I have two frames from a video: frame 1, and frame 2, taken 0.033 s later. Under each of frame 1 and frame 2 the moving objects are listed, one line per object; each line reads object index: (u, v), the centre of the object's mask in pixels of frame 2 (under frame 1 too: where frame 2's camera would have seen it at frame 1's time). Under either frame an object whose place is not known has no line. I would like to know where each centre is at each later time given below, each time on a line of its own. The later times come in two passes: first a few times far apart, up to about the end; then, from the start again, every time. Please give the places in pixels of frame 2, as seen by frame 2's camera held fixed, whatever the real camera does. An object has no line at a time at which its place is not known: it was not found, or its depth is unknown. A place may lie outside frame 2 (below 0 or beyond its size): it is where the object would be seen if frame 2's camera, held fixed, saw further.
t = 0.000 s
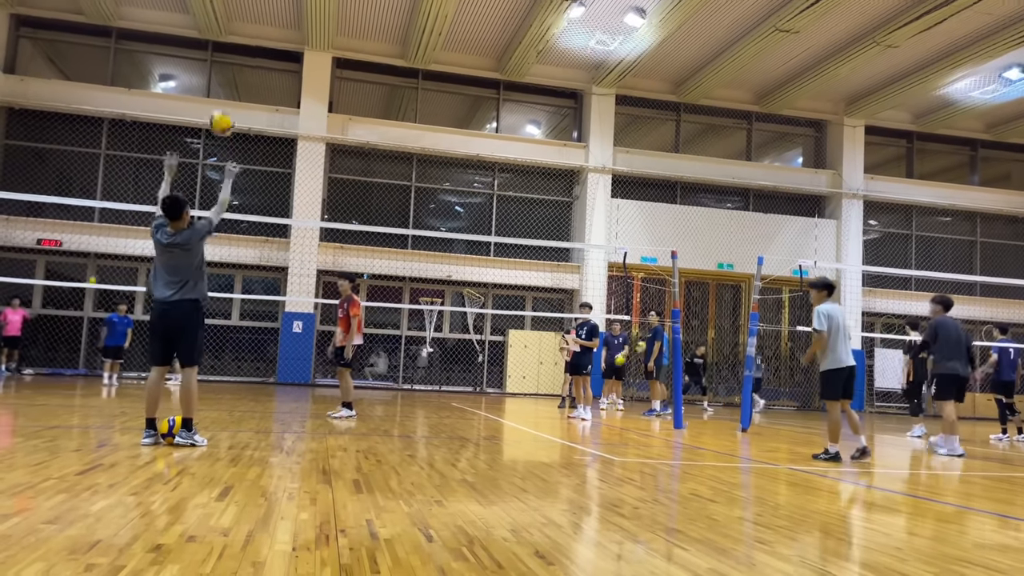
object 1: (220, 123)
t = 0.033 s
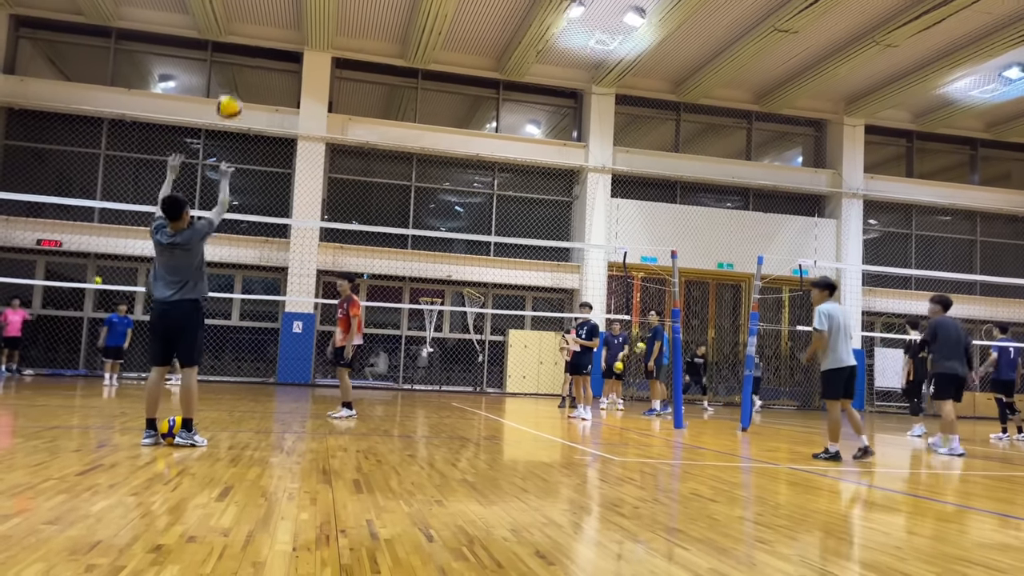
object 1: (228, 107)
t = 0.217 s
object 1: (262, 55)
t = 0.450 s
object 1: (295, 43)
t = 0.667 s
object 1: (317, 77)
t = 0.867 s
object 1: (331, 139)
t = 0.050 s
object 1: (232, 100)
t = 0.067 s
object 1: (235, 93)
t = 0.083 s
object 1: (239, 87)
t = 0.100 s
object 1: (242, 83)
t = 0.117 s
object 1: (245, 78)
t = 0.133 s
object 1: (248, 73)
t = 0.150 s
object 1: (251, 68)
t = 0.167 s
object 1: (254, 64)
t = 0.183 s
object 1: (257, 61)
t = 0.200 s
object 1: (260, 57)
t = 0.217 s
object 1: (262, 55)
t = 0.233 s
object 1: (265, 52)
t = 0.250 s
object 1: (267, 49)
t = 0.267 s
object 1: (271, 47)
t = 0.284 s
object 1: (273, 45)
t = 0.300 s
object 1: (275, 44)
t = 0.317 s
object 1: (278, 43)
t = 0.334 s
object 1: (280, 42)
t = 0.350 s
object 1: (282, 41)
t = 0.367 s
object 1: (285, 41)
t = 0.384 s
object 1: (287, 41)
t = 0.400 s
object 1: (289, 41)
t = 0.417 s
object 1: (291, 41)
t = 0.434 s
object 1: (293, 42)
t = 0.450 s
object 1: (295, 43)
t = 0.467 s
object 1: (297, 44)
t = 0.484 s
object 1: (299, 45)
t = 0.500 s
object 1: (301, 47)
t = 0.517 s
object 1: (302, 49)
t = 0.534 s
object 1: (304, 52)
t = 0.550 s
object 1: (306, 54)
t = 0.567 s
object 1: (307, 56)
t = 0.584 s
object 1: (309, 59)
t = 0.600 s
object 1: (311, 61)
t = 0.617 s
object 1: (312, 65)
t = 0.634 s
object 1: (314, 69)
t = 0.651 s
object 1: (315, 73)
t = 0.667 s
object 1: (317, 77)
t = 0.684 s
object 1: (318, 81)
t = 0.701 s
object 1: (320, 85)
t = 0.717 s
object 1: (321, 90)
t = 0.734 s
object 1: (322, 94)
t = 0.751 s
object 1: (324, 99)
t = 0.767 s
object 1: (325, 105)
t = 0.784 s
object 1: (326, 110)
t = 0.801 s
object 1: (327, 115)
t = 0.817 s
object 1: (328, 121)
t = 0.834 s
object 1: (330, 127)
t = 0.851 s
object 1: (331, 133)
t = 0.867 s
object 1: (331, 139)
